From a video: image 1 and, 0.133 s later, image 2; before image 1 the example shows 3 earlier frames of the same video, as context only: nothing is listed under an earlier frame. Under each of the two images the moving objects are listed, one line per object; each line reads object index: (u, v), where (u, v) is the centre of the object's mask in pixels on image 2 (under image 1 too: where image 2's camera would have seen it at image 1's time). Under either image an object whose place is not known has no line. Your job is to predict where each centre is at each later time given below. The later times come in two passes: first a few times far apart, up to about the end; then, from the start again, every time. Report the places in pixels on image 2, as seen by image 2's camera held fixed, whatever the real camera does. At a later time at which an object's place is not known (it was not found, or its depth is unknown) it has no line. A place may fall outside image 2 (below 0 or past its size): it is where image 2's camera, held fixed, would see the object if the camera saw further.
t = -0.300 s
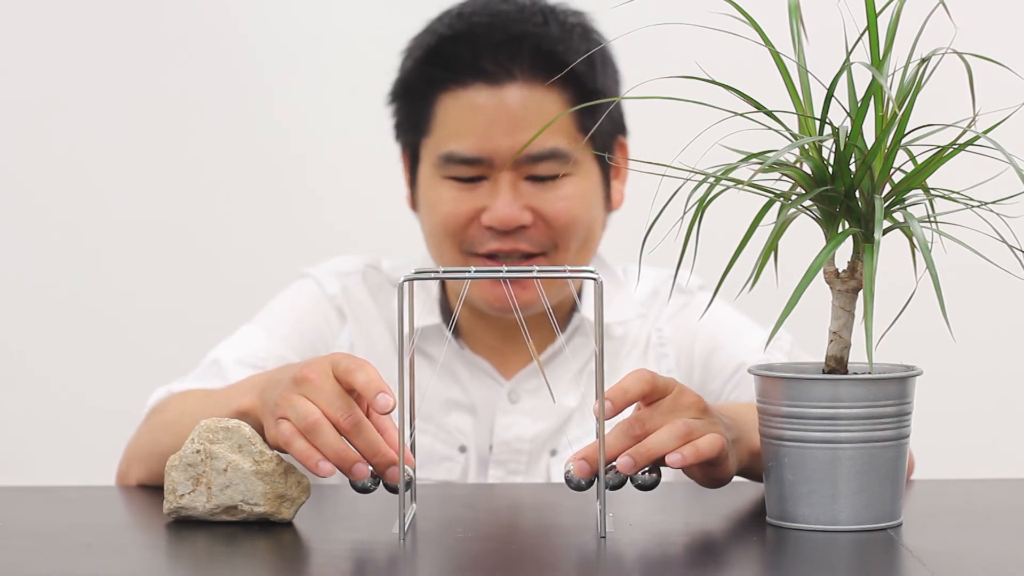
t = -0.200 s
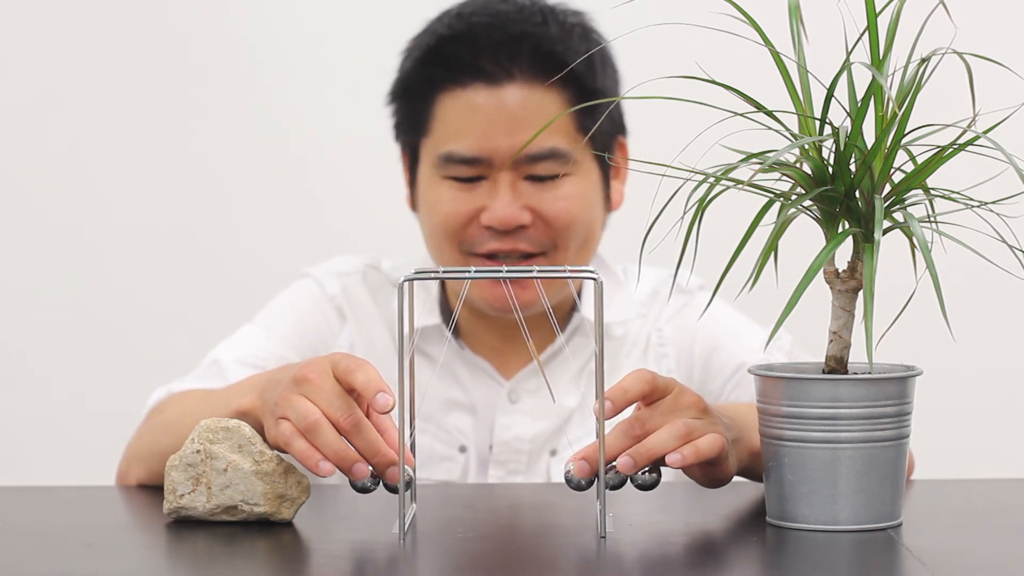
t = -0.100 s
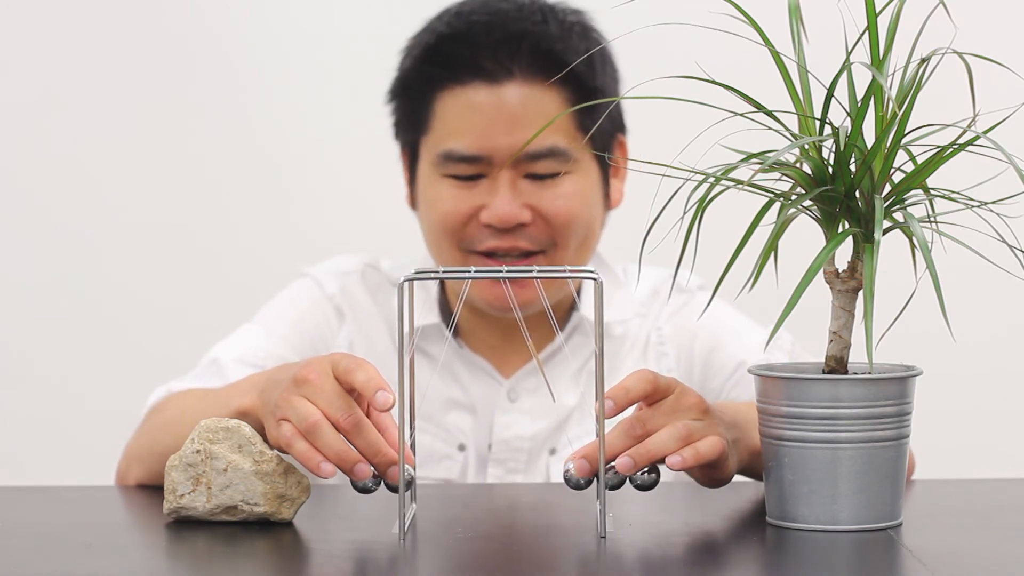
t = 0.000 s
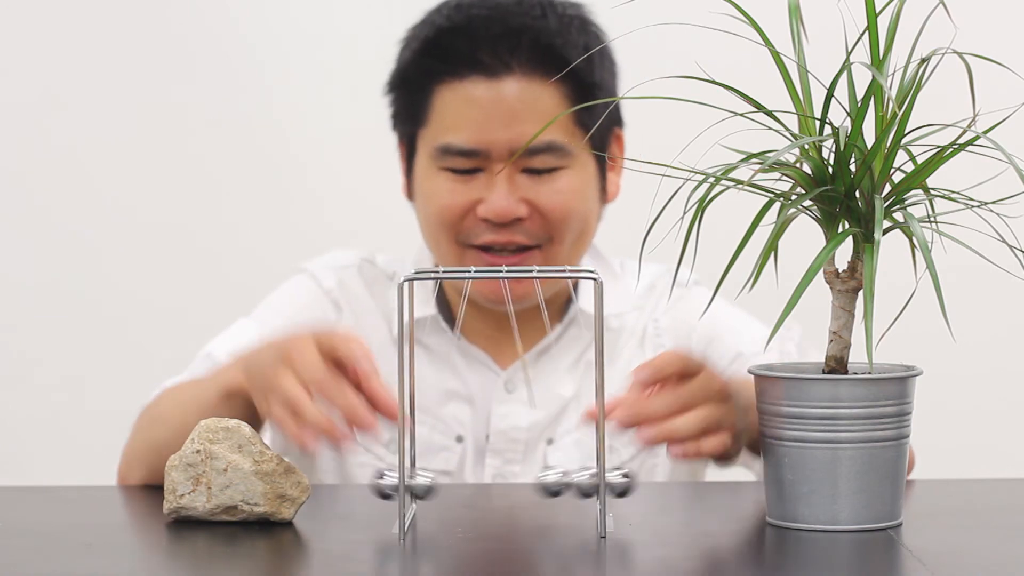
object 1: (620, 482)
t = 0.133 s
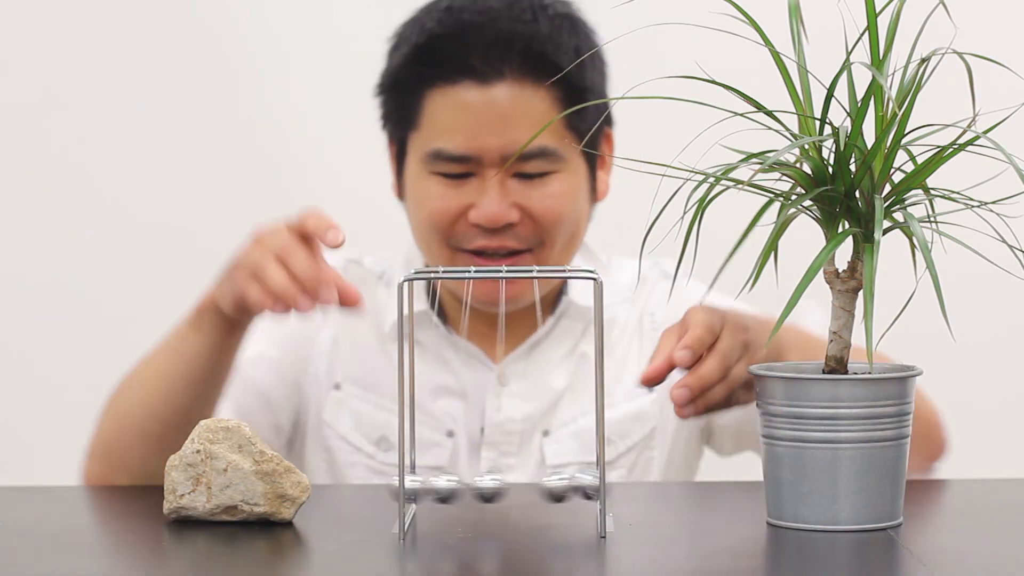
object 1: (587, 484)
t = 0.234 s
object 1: (630, 479)
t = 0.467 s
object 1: (575, 488)
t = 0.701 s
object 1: (635, 478)
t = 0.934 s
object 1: (599, 486)
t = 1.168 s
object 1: (605, 485)
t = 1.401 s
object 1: (628, 481)
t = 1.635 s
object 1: (572, 489)
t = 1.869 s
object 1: (617, 484)
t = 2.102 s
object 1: (608, 486)
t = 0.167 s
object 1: (610, 483)
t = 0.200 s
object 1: (621, 481)
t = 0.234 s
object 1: (630, 479)
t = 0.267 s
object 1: (635, 477)
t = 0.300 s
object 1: (635, 477)
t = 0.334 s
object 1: (630, 479)
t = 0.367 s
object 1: (622, 482)
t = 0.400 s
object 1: (613, 485)
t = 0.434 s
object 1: (588, 487)
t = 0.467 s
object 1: (575, 488)
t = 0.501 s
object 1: (585, 487)
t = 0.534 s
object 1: (605, 486)
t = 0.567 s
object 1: (619, 483)
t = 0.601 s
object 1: (630, 480)
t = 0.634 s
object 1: (636, 478)
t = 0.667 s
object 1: (638, 477)
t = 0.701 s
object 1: (635, 478)
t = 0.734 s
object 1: (627, 481)
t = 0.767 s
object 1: (617, 483)
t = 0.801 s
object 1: (599, 486)
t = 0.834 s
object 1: (583, 488)
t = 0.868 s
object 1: (573, 489)
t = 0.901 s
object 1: (586, 488)
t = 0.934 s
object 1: (599, 486)
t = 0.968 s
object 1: (616, 484)
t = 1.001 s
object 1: (621, 483)
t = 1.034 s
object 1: (625, 481)
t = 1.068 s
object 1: (625, 481)
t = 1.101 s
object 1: (621, 482)
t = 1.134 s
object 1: (616, 484)
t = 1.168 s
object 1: (605, 485)
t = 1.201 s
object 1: (588, 487)
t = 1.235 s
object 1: (575, 489)
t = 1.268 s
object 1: (582, 488)
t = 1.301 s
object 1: (596, 486)
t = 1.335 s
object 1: (614, 485)
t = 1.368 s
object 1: (622, 482)
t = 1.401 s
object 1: (628, 481)
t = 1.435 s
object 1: (631, 480)
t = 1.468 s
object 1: (628, 481)
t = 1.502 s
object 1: (622, 482)
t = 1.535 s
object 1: (614, 485)
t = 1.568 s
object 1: (596, 487)
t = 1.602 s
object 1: (583, 489)
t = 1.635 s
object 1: (572, 489)
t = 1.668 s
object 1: (585, 489)
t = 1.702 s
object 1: (596, 487)
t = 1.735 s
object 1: (609, 486)
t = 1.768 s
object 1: (617, 484)
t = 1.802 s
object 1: (619, 483)
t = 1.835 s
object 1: (619, 483)
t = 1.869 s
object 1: (617, 484)
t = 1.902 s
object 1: (609, 486)
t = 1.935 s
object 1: (597, 487)
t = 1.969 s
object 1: (585, 488)
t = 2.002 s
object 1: (572, 489)
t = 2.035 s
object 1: (579, 488)
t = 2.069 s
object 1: (590, 487)
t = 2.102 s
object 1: (608, 486)
